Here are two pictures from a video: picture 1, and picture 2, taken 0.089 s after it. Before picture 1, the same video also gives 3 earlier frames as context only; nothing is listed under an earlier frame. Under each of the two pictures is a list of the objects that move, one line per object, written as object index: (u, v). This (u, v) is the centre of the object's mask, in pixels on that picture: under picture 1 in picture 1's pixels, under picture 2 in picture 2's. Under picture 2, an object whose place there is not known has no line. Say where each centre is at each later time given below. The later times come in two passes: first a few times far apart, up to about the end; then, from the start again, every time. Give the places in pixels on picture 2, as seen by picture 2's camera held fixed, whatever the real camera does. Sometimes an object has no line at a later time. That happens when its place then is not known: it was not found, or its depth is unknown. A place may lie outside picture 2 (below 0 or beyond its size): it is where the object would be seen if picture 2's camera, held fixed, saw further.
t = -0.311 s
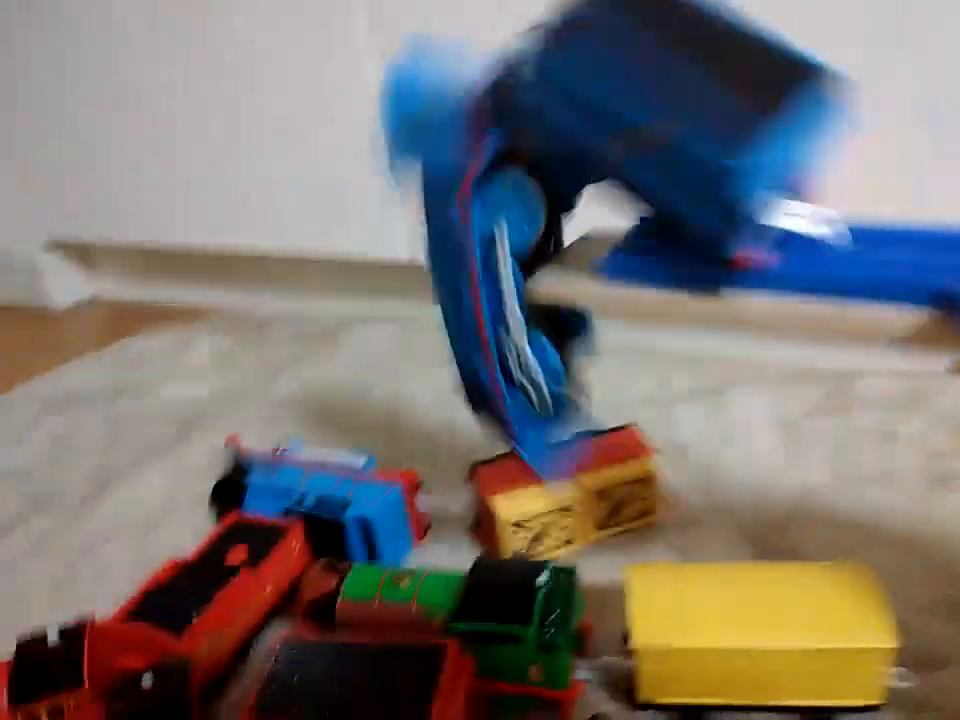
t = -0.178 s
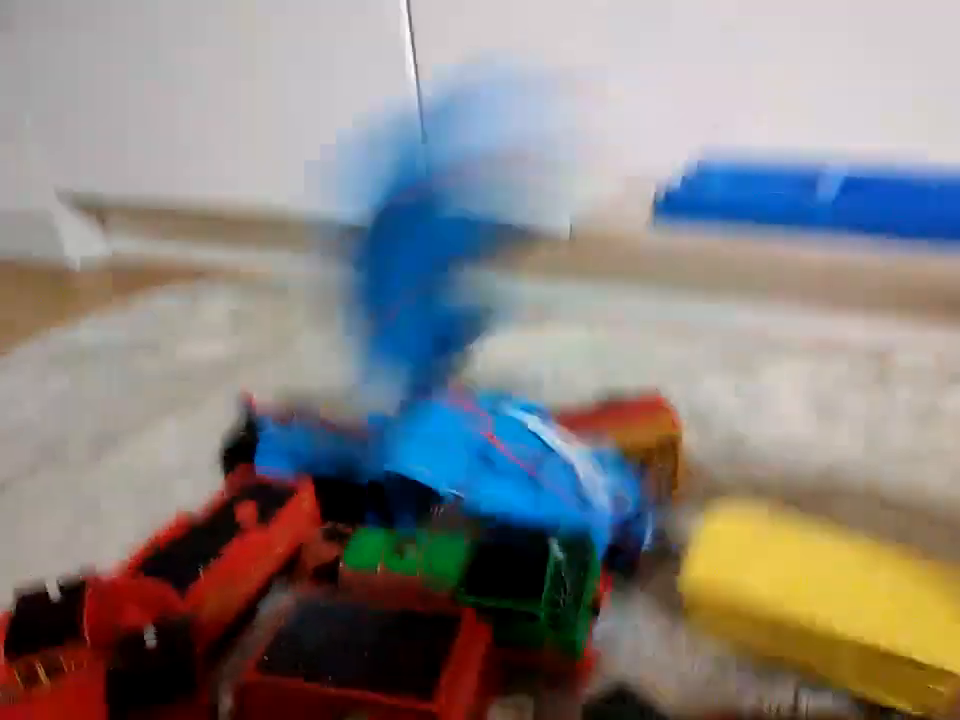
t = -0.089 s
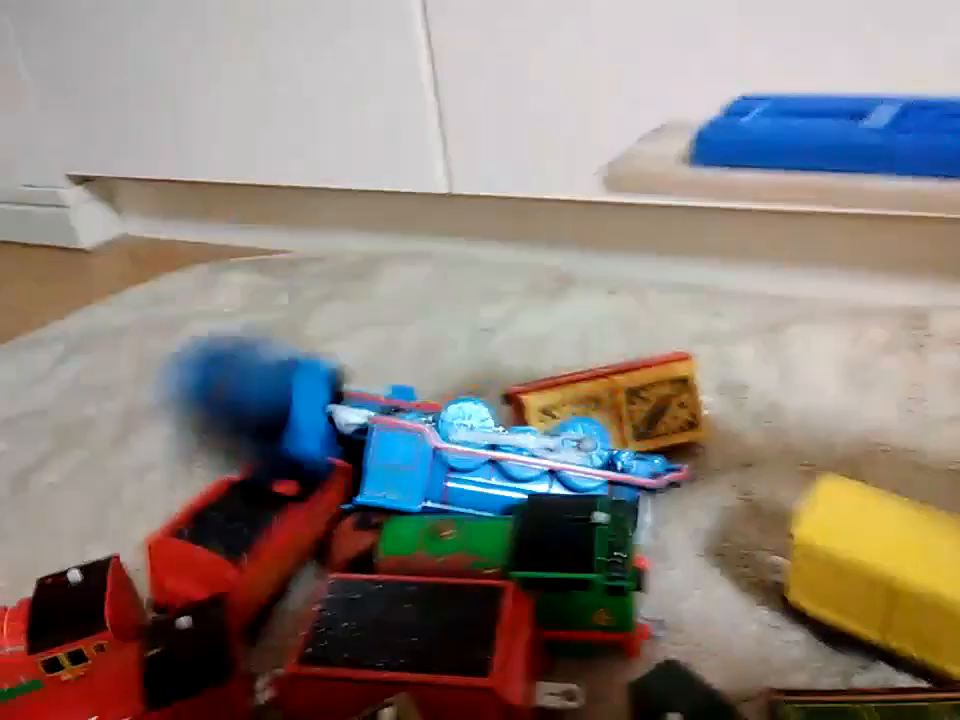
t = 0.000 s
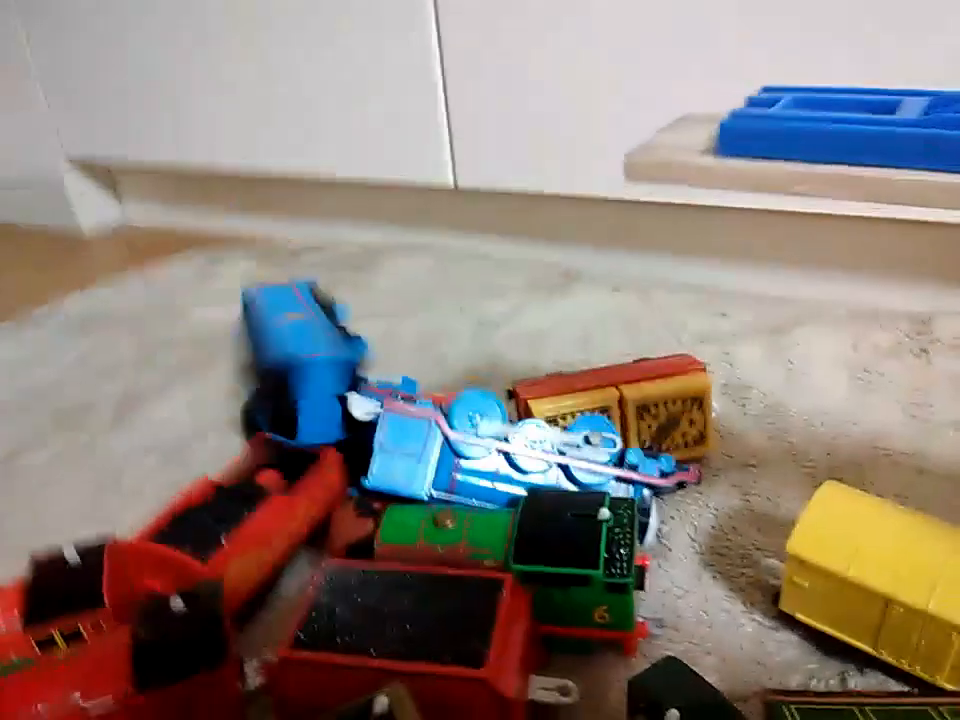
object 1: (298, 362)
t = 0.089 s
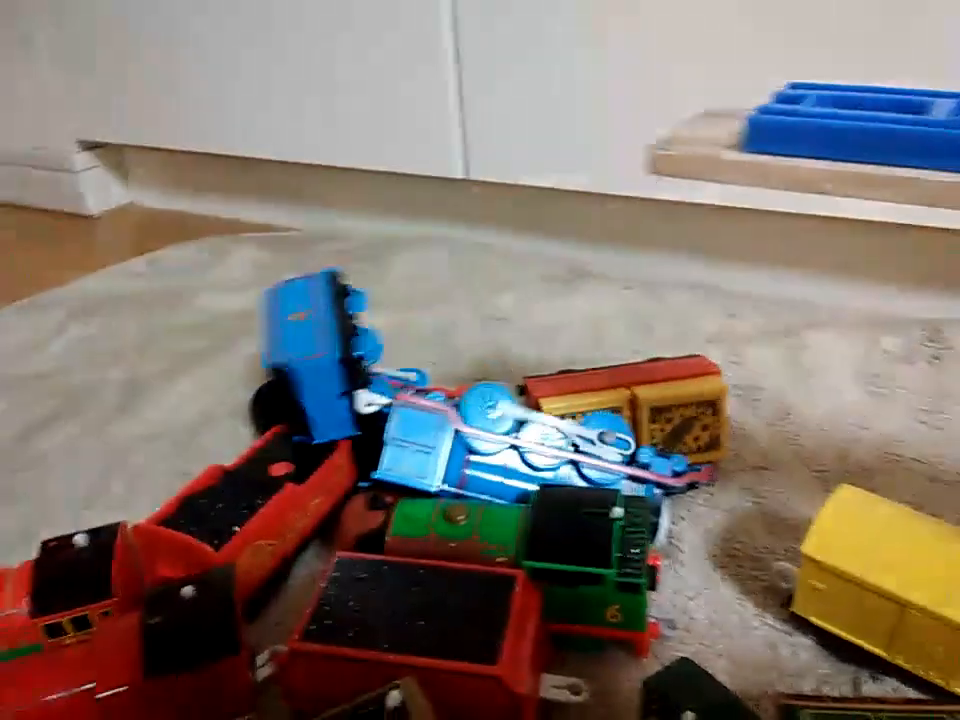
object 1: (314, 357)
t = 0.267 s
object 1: (314, 358)
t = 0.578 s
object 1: (315, 360)
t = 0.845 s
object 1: (318, 355)
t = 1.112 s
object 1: (318, 355)
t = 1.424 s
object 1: (320, 363)
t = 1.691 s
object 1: (316, 358)
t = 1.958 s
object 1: (314, 361)
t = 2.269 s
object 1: (317, 363)
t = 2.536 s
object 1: (314, 362)
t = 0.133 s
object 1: (315, 357)
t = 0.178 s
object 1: (315, 358)
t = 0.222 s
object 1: (315, 358)
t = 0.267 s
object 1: (314, 358)
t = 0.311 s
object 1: (315, 359)
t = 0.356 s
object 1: (318, 353)
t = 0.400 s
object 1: (313, 359)
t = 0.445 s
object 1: (314, 359)
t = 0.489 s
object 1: (315, 360)
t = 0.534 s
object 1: (315, 360)
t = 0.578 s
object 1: (315, 360)
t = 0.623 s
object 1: (319, 354)
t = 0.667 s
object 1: (315, 360)
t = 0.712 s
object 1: (318, 355)
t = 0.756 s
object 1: (318, 356)
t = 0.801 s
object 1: (318, 356)
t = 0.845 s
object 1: (318, 355)
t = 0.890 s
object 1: (318, 356)
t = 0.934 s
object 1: (318, 357)
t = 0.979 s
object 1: (318, 355)
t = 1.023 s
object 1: (318, 355)
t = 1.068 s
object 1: (318, 355)
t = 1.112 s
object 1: (318, 355)
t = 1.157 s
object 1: (318, 355)
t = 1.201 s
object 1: (318, 355)
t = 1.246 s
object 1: (318, 355)
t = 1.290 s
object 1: (318, 355)
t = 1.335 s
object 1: (318, 355)
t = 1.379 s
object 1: (320, 363)
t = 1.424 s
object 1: (320, 363)
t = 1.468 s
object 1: (318, 356)
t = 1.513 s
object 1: (322, 363)
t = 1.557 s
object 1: (318, 356)
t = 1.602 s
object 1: (316, 357)
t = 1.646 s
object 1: (316, 357)
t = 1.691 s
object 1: (316, 358)
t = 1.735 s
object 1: (321, 365)
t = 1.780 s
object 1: (313, 361)
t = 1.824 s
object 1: (315, 358)
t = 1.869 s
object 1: (315, 358)
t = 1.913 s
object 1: (314, 360)
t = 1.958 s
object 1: (314, 361)
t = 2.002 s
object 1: (314, 361)
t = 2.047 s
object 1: (314, 362)
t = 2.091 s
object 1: (317, 363)
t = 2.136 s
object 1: (318, 362)
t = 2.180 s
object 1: (313, 361)
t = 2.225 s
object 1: (317, 362)
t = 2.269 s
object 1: (317, 363)
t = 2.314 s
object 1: (317, 362)
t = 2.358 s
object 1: (318, 363)
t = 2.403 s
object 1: (317, 363)
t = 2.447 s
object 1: (313, 362)
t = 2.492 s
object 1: (316, 362)
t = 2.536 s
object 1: (314, 362)
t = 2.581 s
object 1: (314, 362)
